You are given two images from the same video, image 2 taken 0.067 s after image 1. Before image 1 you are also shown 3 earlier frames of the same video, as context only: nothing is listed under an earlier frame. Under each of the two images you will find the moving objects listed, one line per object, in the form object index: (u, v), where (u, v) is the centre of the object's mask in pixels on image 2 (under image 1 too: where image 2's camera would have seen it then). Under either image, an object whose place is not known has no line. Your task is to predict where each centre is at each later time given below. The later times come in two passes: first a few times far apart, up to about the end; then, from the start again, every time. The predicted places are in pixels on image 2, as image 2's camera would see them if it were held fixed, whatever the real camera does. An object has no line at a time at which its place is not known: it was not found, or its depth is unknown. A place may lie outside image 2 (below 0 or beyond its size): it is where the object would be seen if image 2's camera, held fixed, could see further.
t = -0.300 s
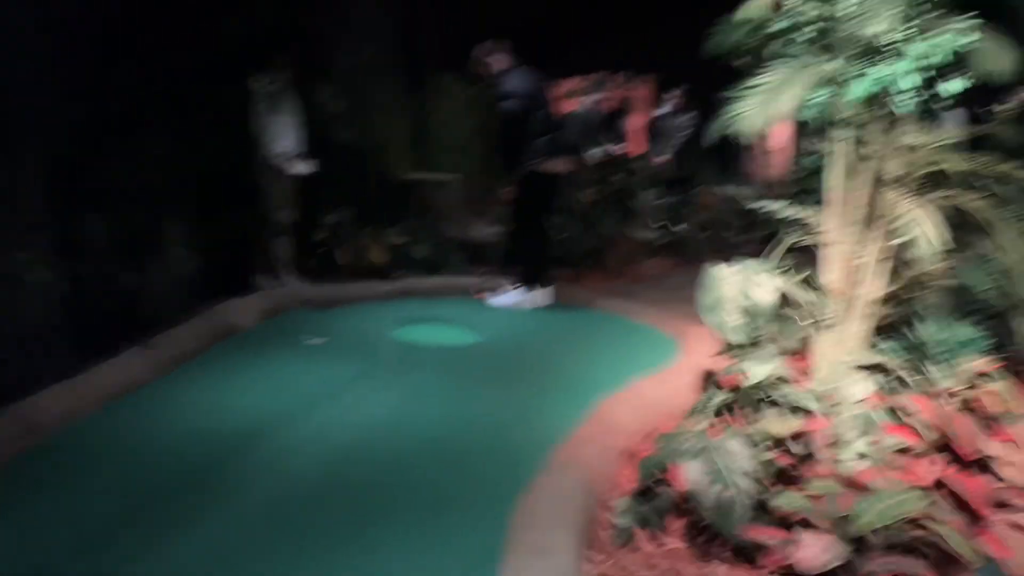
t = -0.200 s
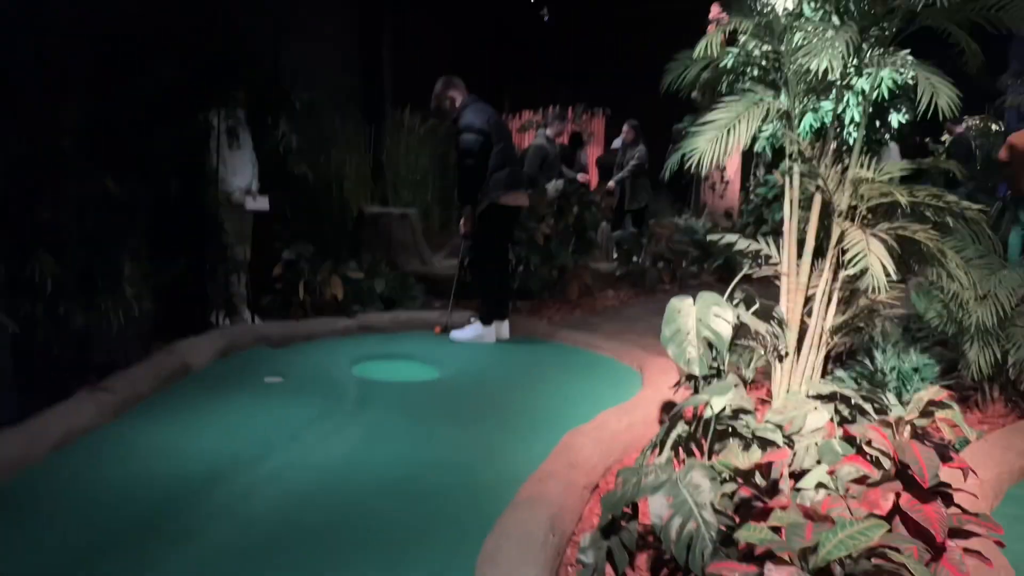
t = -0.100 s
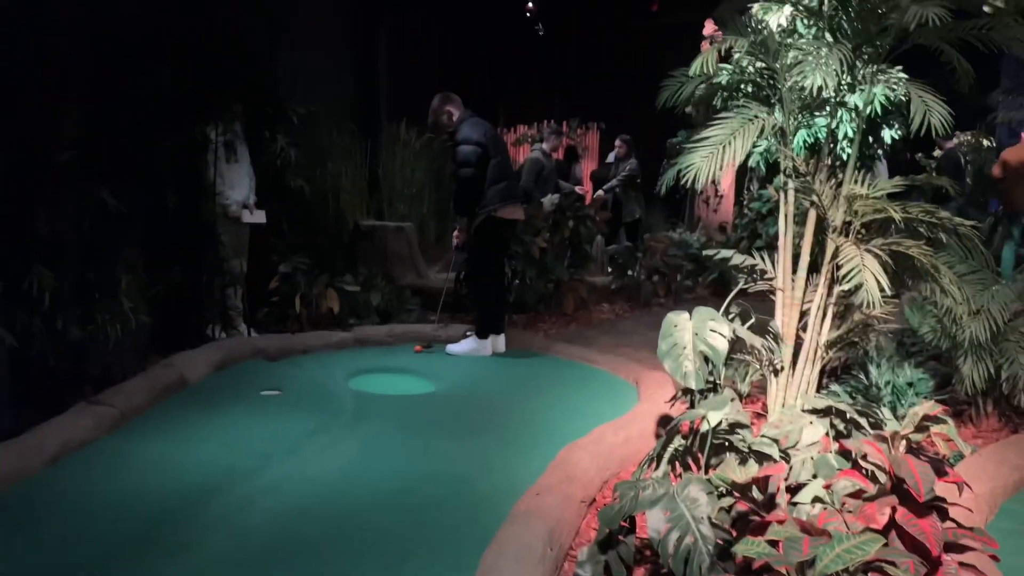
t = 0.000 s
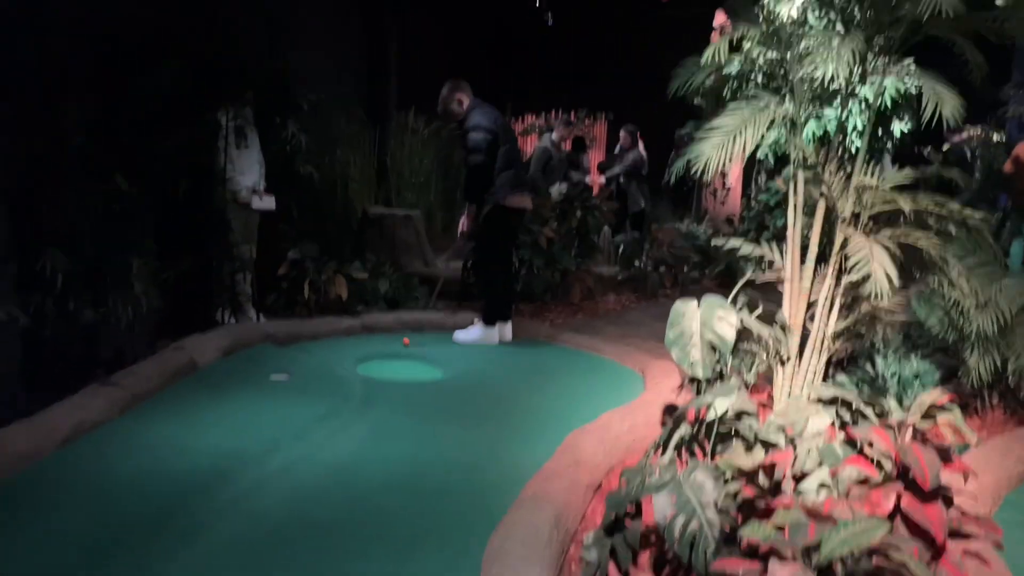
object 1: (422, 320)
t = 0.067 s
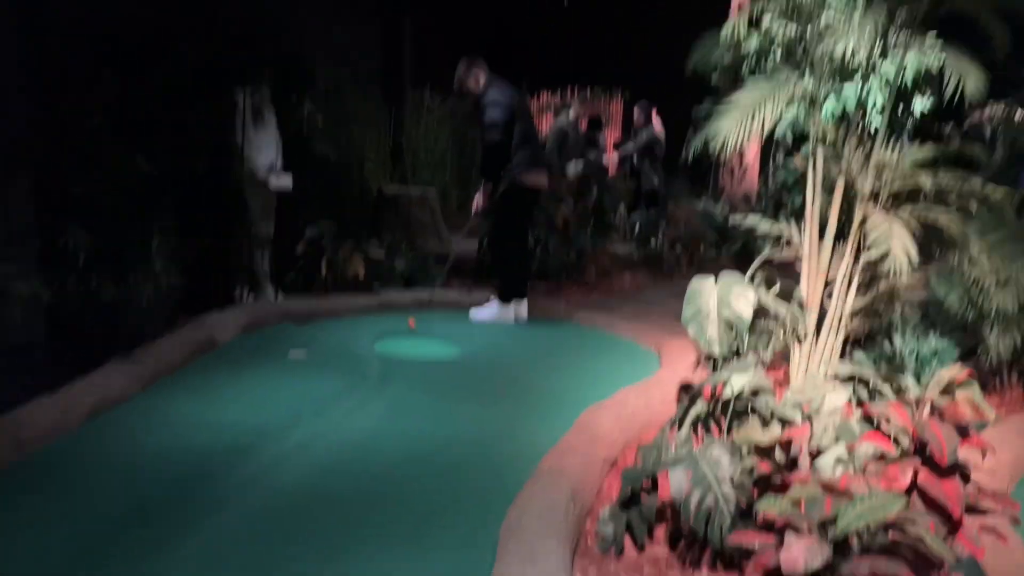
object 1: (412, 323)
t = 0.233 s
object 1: (383, 338)
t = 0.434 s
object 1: (369, 345)
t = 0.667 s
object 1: (375, 356)
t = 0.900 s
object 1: (400, 367)
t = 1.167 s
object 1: (428, 379)
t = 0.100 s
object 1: (407, 326)
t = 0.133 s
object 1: (401, 330)
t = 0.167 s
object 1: (396, 335)
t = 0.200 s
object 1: (389, 336)
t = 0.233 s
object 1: (383, 338)
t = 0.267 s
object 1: (377, 341)
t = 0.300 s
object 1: (374, 342)
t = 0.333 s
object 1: (373, 339)
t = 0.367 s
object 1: (372, 338)
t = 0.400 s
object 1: (371, 341)
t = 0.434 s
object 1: (369, 345)
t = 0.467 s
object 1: (369, 345)
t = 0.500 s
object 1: (369, 347)
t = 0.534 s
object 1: (369, 348)
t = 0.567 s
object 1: (369, 350)
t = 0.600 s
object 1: (370, 351)
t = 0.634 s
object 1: (373, 353)
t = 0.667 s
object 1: (375, 356)
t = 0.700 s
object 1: (378, 358)
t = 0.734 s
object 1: (382, 360)
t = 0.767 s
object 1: (386, 361)
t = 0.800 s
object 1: (389, 362)
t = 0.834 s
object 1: (392, 362)
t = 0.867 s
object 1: (396, 365)
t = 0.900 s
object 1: (400, 367)
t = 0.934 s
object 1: (403, 368)
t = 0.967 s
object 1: (407, 370)
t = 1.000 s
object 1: (410, 371)
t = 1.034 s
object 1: (414, 373)
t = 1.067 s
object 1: (417, 374)
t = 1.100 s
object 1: (421, 376)
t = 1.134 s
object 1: (424, 377)
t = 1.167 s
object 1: (428, 379)
